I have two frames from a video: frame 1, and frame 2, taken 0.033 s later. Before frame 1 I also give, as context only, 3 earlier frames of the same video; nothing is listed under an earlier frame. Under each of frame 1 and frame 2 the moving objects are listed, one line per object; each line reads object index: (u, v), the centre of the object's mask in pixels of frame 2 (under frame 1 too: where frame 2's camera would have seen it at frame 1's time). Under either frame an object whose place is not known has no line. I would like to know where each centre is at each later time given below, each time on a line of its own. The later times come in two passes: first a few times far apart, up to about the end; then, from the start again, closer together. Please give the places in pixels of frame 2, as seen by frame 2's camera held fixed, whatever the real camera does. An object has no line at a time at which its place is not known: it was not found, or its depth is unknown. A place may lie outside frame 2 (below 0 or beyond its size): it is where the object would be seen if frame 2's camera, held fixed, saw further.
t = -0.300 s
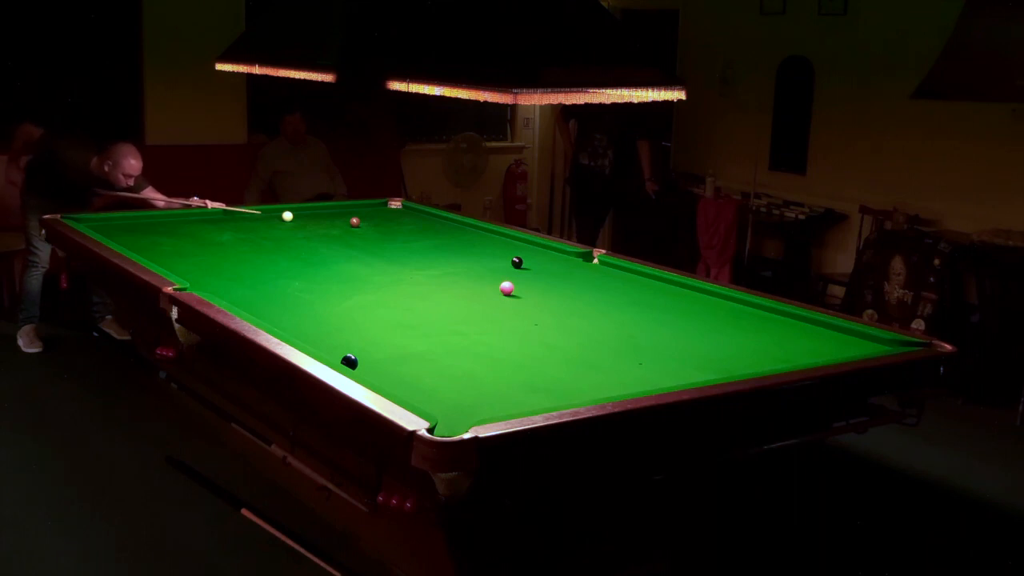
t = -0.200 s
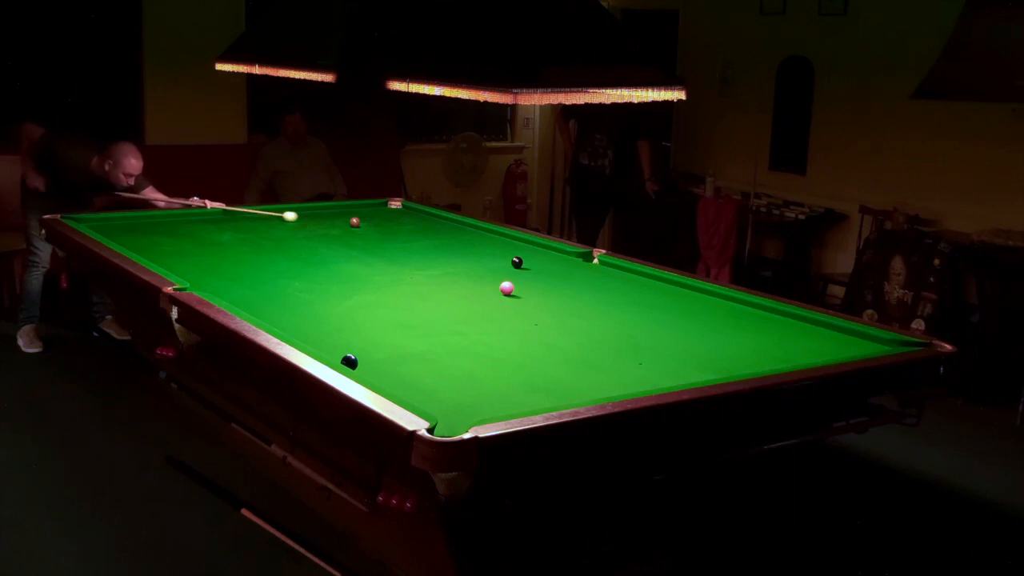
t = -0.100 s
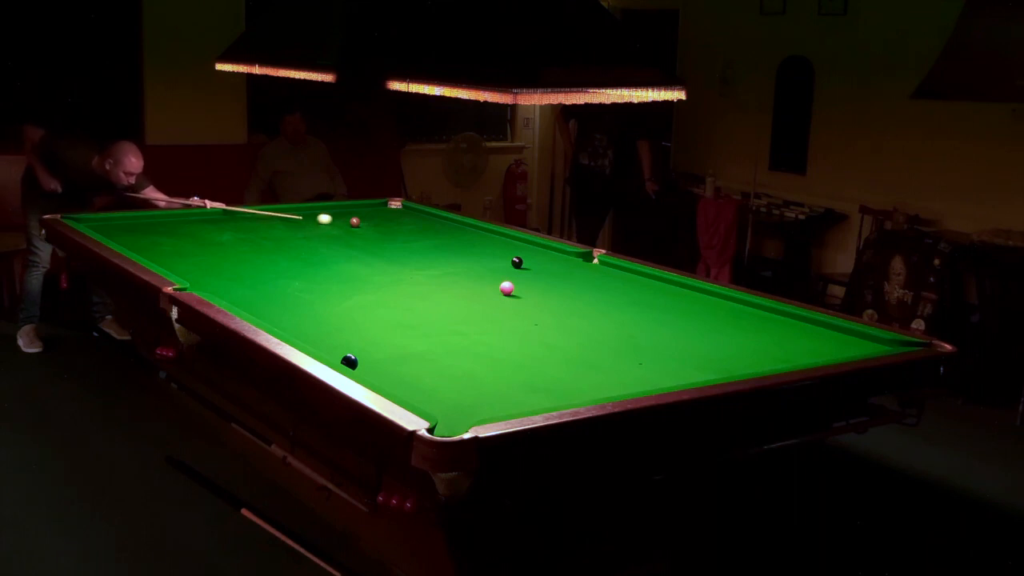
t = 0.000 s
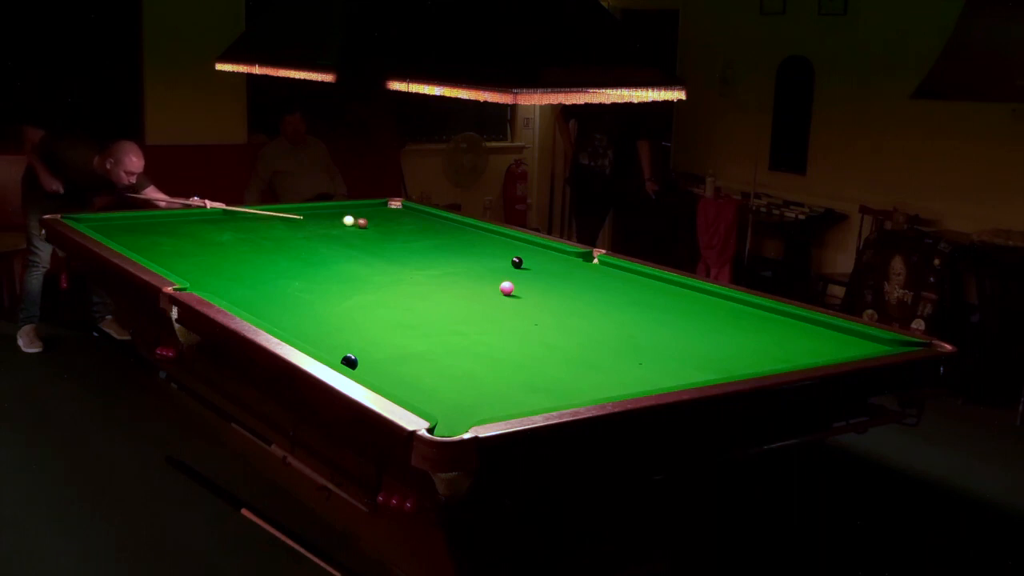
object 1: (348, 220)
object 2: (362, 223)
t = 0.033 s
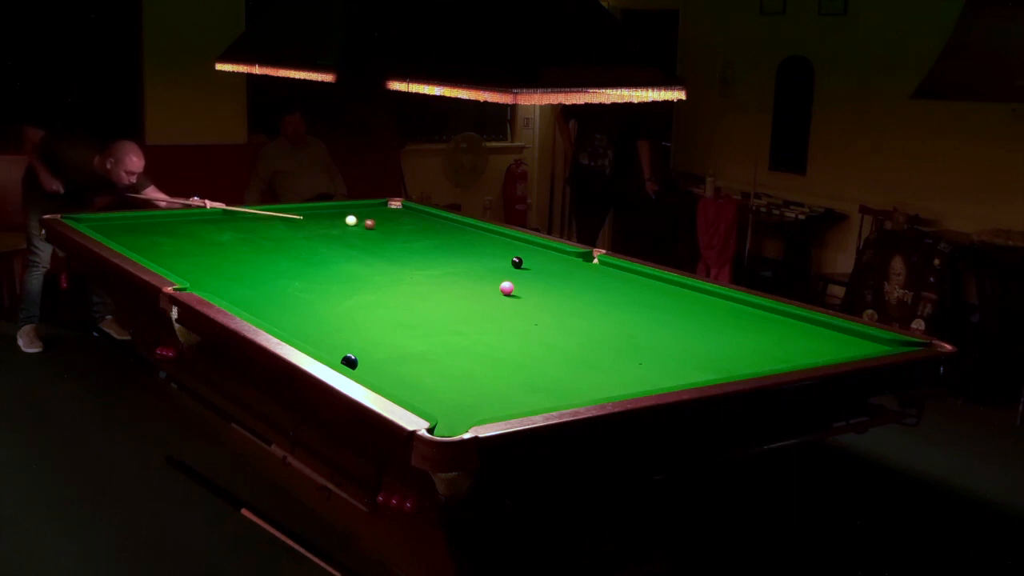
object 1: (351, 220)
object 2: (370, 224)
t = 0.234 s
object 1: (372, 220)
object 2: (407, 229)
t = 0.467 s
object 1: (398, 220)
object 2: (446, 235)
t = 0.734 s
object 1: (426, 220)
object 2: (492, 241)
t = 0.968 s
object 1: (450, 219)
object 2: (532, 246)
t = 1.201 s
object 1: (441, 221)
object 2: (558, 252)
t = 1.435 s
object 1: (431, 223)
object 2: (570, 258)
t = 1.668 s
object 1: (422, 225)
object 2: (582, 265)
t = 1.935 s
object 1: (412, 227)
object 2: (595, 272)
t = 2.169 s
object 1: (403, 228)
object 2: (607, 280)
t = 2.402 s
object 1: (395, 230)
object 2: (619, 287)
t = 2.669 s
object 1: (387, 231)
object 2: (634, 295)
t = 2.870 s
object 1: (380, 232)
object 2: (644, 301)
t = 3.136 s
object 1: (373, 234)
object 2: (659, 310)
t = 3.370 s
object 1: (366, 235)
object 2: (672, 318)
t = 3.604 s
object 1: (361, 236)
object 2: (684, 325)
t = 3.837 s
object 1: (356, 237)
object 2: (697, 333)
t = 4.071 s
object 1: (351, 237)
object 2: (710, 341)
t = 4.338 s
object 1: (346, 238)
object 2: (725, 350)
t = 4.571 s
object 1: (343, 239)
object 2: (738, 358)
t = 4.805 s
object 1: (340, 239)
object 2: (751, 364)
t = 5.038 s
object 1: (338, 240)
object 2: (758, 367)
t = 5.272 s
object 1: (336, 240)
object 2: (742, 366)
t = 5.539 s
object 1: (335, 240)
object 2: (725, 364)
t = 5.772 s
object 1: (335, 240)
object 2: (712, 361)
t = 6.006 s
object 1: (335, 240)
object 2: (700, 358)
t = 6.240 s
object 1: (335, 240)
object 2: (690, 356)
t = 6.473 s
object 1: (335, 240)
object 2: (681, 354)
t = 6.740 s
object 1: (335, 240)
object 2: (672, 353)
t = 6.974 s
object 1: (335, 240)
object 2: (666, 351)
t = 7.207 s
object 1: (335, 240)
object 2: (661, 351)
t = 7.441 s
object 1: (335, 240)
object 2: (658, 350)
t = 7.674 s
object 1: (335, 240)
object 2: (656, 350)
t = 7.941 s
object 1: (335, 240)
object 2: (655, 350)
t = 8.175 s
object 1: (335, 240)
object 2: (655, 349)
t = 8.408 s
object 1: (335, 240)
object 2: (655, 349)
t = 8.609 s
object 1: (335, 240)
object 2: (655, 349)
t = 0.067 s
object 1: (353, 220)
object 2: (376, 225)
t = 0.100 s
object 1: (357, 220)
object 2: (383, 226)
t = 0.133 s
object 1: (361, 220)
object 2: (389, 227)
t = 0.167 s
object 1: (364, 220)
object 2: (395, 228)
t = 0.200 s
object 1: (368, 220)
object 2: (401, 229)
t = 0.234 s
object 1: (372, 220)
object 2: (407, 229)
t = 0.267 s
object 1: (376, 220)
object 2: (412, 230)
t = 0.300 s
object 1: (380, 220)
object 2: (418, 231)
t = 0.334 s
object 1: (383, 220)
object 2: (423, 232)
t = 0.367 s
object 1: (387, 220)
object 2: (429, 232)
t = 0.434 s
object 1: (395, 220)
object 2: (441, 234)
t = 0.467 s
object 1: (398, 220)
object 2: (446, 235)
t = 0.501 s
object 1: (402, 220)
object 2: (452, 235)
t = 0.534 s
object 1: (405, 220)
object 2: (457, 236)
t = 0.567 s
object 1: (409, 220)
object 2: (463, 237)
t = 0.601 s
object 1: (412, 220)
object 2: (469, 238)
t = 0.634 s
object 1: (416, 220)
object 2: (475, 238)
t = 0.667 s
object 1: (419, 220)
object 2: (480, 239)
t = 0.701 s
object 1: (423, 220)
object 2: (486, 240)
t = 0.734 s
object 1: (426, 220)
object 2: (492, 241)
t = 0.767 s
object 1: (430, 219)
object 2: (497, 242)
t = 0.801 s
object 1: (433, 219)
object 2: (503, 242)
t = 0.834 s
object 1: (436, 220)
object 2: (509, 243)
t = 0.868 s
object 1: (440, 219)
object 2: (515, 244)
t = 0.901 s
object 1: (443, 220)
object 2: (520, 244)
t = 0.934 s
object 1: (446, 219)
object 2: (526, 245)
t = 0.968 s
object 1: (450, 219)
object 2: (532, 246)
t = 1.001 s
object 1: (450, 220)
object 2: (538, 247)
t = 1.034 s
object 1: (448, 220)
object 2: (544, 248)
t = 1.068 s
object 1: (447, 220)
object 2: (550, 249)
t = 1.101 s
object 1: (445, 220)
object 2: (554, 249)
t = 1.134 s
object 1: (444, 221)
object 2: (555, 250)
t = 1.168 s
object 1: (442, 221)
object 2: (557, 251)
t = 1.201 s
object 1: (441, 221)
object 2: (558, 252)
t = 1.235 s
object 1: (440, 221)
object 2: (560, 253)
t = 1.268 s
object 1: (438, 222)
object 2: (562, 254)
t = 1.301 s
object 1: (437, 222)
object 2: (563, 255)
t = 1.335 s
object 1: (436, 222)
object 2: (565, 256)
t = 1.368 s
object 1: (434, 223)
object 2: (566, 257)
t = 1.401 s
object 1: (433, 223)
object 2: (568, 258)
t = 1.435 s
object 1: (431, 223)
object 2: (570, 258)
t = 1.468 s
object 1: (430, 223)
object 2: (571, 259)
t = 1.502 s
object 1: (429, 223)
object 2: (573, 260)
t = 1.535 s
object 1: (427, 224)
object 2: (575, 261)
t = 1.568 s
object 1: (426, 224)
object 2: (576, 262)
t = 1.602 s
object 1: (425, 224)
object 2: (578, 263)
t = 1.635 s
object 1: (424, 225)
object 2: (580, 264)
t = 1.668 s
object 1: (422, 225)
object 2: (582, 265)
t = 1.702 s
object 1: (421, 225)
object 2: (583, 266)
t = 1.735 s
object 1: (420, 225)
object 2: (585, 267)
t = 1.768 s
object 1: (418, 225)
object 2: (586, 268)
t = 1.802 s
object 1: (417, 226)
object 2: (588, 269)
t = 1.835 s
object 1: (416, 226)
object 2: (590, 270)
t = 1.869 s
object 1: (415, 226)
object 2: (592, 271)
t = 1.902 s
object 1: (413, 226)
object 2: (593, 272)
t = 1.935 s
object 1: (412, 227)
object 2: (595, 272)
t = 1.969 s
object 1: (411, 227)
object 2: (597, 274)
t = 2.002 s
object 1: (410, 227)
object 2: (598, 275)
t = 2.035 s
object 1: (408, 227)
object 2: (600, 276)
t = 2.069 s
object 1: (407, 228)
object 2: (602, 277)
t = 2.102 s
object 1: (406, 228)
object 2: (604, 278)
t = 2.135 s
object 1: (405, 228)
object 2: (605, 279)
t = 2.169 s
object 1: (403, 228)
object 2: (607, 280)
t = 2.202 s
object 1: (402, 228)
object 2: (609, 281)
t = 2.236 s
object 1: (401, 229)
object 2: (610, 282)
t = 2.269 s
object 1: (400, 229)
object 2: (612, 283)
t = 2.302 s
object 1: (399, 229)
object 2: (614, 284)
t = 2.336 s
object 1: (398, 229)
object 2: (616, 285)
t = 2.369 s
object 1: (396, 229)
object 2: (617, 286)
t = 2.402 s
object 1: (395, 230)
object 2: (619, 287)
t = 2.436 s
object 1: (394, 230)
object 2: (621, 288)
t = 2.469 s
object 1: (393, 230)
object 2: (623, 289)
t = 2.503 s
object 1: (392, 230)
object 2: (625, 290)
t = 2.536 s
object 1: (391, 230)
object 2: (626, 291)
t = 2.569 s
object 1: (390, 231)
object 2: (628, 292)
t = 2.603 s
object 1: (389, 231)
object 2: (630, 293)
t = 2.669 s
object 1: (387, 231)
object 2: (634, 295)
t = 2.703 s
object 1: (386, 231)
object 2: (635, 296)
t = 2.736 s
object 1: (384, 232)
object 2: (637, 297)
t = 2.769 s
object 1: (383, 232)
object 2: (639, 298)
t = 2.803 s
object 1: (382, 232)
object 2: (641, 299)
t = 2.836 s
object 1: (381, 232)
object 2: (642, 300)
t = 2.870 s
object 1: (380, 232)
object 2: (644, 301)
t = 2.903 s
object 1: (379, 232)
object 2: (646, 303)
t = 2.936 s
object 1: (378, 233)
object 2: (648, 304)
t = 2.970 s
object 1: (377, 233)
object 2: (650, 305)
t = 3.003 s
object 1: (376, 233)
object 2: (651, 306)
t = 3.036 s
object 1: (375, 233)
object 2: (653, 307)
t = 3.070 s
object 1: (374, 233)
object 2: (655, 308)
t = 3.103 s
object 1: (374, 234)
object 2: (657, 309)
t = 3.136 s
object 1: (373, 234)
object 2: (659, 310)
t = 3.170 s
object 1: (371, 234)
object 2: (661, 311)
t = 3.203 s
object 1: (371, 234)
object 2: (662, 312)
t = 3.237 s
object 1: (370, 234)
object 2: (664, 313)
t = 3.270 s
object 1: (369, 234)
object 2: (666, 315)
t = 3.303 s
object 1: (368, 234)
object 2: (668, 316)
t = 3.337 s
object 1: (367, 235)
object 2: (670, 317)
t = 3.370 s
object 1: (366, 235)
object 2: (672, 318)
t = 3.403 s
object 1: (366, 235)
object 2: (673, 319)
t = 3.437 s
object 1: (365, 235)
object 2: (675, 320)
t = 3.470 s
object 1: (364, 235)
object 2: (677, 321)
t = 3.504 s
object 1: (363, 235)
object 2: (679, 322)
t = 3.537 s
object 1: (362, 235)
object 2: (681, 323)
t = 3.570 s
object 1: (362, 236)
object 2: (683, 324)
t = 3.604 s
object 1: (361, 236)
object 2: (684, 325)
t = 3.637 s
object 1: (360, 236)
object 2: (686, 326)
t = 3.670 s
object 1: (359, 236)
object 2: (688, 328)
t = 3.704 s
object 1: (359, 236)
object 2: (690, 328)
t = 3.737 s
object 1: (358, 236)
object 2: (692, 330)
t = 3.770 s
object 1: (357, 236)
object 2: (694, 331)
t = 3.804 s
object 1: (356, 236)
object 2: (695, 332)
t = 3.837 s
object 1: (356, 237)
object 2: (697, 333)
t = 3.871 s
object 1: (355, 237)
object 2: (699, 334)
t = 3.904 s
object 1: (354, 237)
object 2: (701, 335)
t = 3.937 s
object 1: (354, 237)
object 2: (703, 336)
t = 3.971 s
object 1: (353, 237)
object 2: (705, 338)
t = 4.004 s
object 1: (352, 237)
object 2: (706, 338)
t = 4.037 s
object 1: (352, 237)
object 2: (708, 340)
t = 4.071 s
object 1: (351, 237)
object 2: (710, 341)
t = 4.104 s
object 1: (351, 238)
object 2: (712, 342)
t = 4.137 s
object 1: (350, 238)
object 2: (714, 343)
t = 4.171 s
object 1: (349, 238)
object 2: (716, 344)
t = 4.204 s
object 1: (349, 238)
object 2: (718, 345)
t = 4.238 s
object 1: (348, 238)
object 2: (720, 346)
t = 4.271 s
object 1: (348, 238)
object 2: (721, 347)
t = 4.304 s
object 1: (347, 238)
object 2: (723, 349)
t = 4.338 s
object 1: (346, 238)
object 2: (725, 350)
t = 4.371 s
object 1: (346, 238)
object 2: (727, 351)
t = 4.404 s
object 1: (345, 238)
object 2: (729, 352)
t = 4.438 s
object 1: (345, 238)
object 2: (731, 353)
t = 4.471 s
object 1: (344, 238)
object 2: (733, 354)
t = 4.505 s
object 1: (344, 239)
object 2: (735, 355)
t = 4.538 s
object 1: (344, 239)
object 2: (736, 357)
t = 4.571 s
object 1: (343, 239)
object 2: (738, 358)
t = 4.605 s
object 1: (343, 239)
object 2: (740, 358)
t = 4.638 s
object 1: (342, 239)
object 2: (742, 360)
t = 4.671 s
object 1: (342, 239)
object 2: (744, 361)
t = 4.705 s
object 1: (341, 239)
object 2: (746, 362)
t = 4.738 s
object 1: (341, 239)
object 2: (748, 363)
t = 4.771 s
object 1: (341, 239)
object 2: (749, 364)
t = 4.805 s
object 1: (340, 239)
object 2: (751, 364)
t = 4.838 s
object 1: (340, 239)
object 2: (753, 365)
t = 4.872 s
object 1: (340, 239)
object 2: (755, 365)
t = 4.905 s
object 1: (339, 239)
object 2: (756, 366)
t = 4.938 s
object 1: (339, 239)
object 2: (758, 366)
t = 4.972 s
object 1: (339, 239)
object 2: (760, 366)
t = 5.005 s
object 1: (339, 240)
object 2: (761, 367)
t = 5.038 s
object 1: (338, 240)
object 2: (758, 367)
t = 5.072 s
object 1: (338, 240)
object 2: (756, 367)
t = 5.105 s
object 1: (338, 240)
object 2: (754, 367)
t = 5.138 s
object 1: (337, 240)
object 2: (751, 366)
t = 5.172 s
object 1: (337, 240)
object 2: (749, 366)
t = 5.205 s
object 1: (337, 240)
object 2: (746, 366)
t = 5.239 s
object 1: (337, 240)
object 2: (744, 366)
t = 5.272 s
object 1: (336, 240)
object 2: (742, 366)
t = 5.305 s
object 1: (336, 240)
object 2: (740, 366)
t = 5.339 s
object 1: (336, 240)
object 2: (738, 366)
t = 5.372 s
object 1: (336, 240)
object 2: (735, 365)
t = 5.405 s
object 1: (336, 240)
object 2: (733, 365)
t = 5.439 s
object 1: (336, 240)
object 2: (731, 365)
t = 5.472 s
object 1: (336, 240)
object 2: (729, 365)
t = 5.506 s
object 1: (335, 240)
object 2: (727, 364)
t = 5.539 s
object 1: (335, 240)
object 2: (725, 364)
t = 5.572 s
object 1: (335, 240)
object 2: (723, 363)
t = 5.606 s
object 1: (335, 240)
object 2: (721, 363)
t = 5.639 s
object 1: (335, 240)
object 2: (719, 362)
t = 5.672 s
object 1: (335, 240)
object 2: (717, 362)
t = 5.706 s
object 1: (335, 240)
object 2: (715, 361)
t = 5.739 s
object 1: (335, 240)
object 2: (714, 361)
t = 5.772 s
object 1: (335, 240)
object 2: (712, 361)
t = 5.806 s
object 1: (335, 240)
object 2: (710, 360)
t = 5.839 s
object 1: (335, 240)
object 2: (708, 360)
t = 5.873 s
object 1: (335, 240)
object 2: (706, 360)
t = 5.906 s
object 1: (335, 240)
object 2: (705, 359)
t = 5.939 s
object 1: (335, 240)
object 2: (703, 359)
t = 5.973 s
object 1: (335, 240)
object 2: (702, 359)
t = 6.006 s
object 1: (335, 240)
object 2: (700, 358)
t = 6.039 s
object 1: (335, 240)
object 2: (698, 358)
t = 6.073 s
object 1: (335, 240)
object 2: (697, 358)
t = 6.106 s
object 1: (335, 240)
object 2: (695, 357)
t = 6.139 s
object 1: (335, 240)
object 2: (694, 357)
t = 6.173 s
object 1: (335, 240)
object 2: (692, 357)
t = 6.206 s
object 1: (335, 240)
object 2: (691, 357)
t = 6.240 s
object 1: (335, 240)
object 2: (690, 356)
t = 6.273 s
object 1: (335, 240)
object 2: (688, 356)
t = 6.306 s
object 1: (335, 240)
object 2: (687, 356)
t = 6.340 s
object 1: (335, 240)
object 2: (686, 355)
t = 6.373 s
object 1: (335, 240)
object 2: (684, 355)
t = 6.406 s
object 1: (335, 240)
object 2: (683, 355)
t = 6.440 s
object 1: (335, 240)
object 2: (682, 355)
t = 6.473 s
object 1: (335, 240)
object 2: (681, 354)
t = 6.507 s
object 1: (335, 240)
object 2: (680, 354)
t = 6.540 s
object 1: (335, 240)
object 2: (678, 354)
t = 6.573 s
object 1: (335, 240)
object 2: (677, 354)
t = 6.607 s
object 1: (335, 240)
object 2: (676, 353)
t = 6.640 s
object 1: (335, 240)
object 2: (675, 353)
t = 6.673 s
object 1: (335, 240)
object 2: (674, 353)
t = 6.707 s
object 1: (335, 240)
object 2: (673, 353)
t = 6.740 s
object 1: (335, 240)
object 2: (672, 353)
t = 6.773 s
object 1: (335, 240)
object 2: (671, 352)
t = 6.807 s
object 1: (335, 240)
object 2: (670, 352)
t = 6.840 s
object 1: (335, 240)
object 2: (670, 352)
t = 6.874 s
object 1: (335, 240)
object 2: (669, 352)
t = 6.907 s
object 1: (335, 240)
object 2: (668, 352)
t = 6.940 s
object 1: (335, 240)
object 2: (667, 352)
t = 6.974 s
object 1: (335, 240)
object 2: (666, 351)
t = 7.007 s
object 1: (335, 240)
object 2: (666, 351)
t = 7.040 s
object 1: (335, 240)
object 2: (665, 351)
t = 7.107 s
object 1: (335, 240)
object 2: (663, 351)
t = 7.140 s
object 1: (335, 240)
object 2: (663, 351)
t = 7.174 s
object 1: (335, 240)
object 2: (662, 351)
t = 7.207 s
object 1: (335, 240)
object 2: (661, 351)
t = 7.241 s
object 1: (335, 240)
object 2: (661, 350)
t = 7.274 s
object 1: (335, 240)
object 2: (660, 351)
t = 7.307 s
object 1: (335, 240)
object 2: (660, 350)
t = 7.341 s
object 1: (335, 240)
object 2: (659, 350)
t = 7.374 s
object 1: (335, 240)
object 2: (659, 350)
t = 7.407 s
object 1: (335, 240)
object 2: (658, 350)
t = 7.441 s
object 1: (335, 240)
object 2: (658, 350)
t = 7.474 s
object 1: (335, 240)
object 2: (658, 350)
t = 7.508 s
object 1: (335, 240)
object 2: (657, 350)
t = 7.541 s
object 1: (335, 240)
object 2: (657, 350)
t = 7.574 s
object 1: (335, 240)
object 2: (657, 350)
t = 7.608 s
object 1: (335, 240)
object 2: (657, 350)
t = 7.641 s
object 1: (335, 240)
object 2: (656, 350)
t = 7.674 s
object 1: (335, 240)
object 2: (656, 350)
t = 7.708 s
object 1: (335, 240)
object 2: (656, 350)
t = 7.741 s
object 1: (335, 240)
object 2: (656, 350)
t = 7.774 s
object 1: (335, 240)
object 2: (655, 350)
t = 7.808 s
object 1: (335, 240)
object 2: (655, 350)
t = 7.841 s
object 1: (335, 240)
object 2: (655, 350)
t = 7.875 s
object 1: (335, 240)
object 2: (655, 350)
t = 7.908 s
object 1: (335, 240)
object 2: (654, 350)
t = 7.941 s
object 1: (335, 240)
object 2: (655, 350)
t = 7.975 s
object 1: (335, 240)
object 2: (655, 350)
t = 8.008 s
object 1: (335, 240)
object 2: (655, 350)
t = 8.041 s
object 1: (335, 240)
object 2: (655, 350)
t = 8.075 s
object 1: (335, 240)
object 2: (655, 350)
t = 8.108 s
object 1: (335, 240)
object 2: (655, 349)
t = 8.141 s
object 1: (335, 240)
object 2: (655, 349)
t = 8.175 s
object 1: (335, 240)
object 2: (655, 349)
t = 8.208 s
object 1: (335, 240)
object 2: (655, 349)
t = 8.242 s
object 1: (335, 240)
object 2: (655, 349)
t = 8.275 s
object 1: (335, 240)
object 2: (655, 349)
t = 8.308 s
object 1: (335, 240)
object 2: (655, 349)
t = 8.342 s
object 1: (335, 240)
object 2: (655, 349)
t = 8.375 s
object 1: (335, 240)
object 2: (655, 349)
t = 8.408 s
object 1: (335, 240)
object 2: (655, 349)
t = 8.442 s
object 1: (335, 240)
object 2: (655, 349)
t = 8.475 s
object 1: (335, 240)
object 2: (655, 349)
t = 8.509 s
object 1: (335, 240)
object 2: (655, 349)
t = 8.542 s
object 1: (335, 240)
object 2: (655, 349)
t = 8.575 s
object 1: (335, 240)
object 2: (655, 349)
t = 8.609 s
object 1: (335, 240)
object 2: (655, 349)
